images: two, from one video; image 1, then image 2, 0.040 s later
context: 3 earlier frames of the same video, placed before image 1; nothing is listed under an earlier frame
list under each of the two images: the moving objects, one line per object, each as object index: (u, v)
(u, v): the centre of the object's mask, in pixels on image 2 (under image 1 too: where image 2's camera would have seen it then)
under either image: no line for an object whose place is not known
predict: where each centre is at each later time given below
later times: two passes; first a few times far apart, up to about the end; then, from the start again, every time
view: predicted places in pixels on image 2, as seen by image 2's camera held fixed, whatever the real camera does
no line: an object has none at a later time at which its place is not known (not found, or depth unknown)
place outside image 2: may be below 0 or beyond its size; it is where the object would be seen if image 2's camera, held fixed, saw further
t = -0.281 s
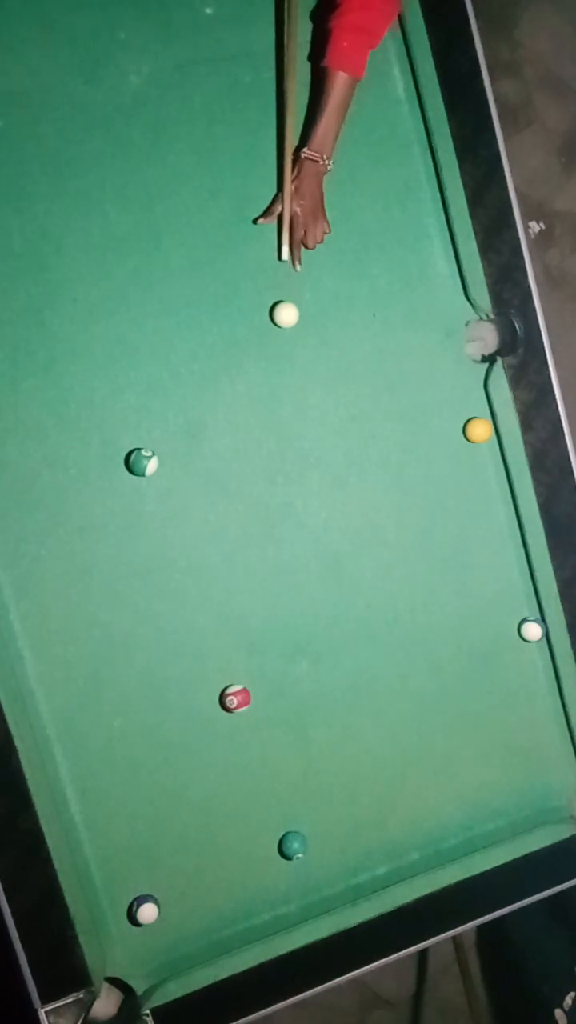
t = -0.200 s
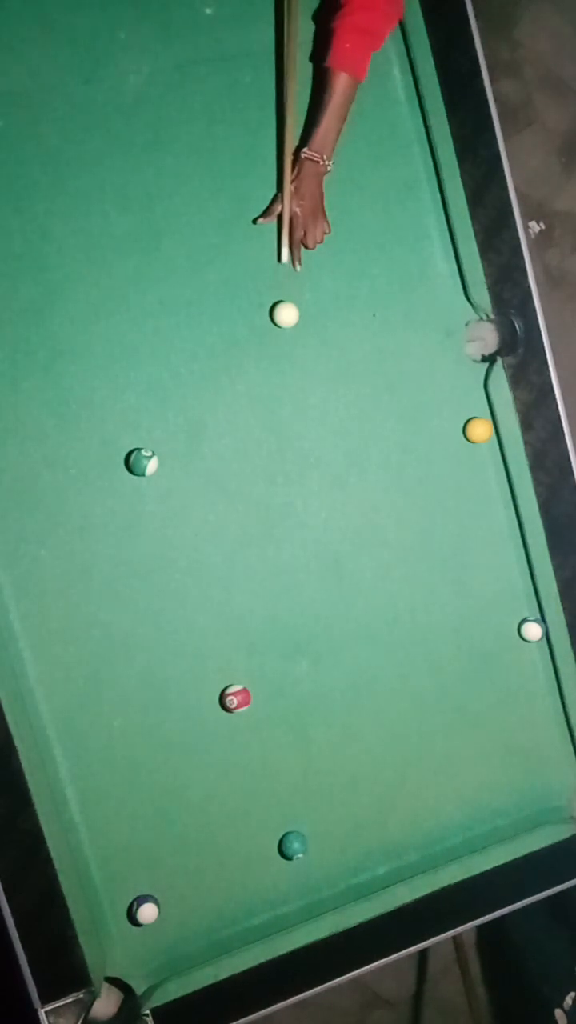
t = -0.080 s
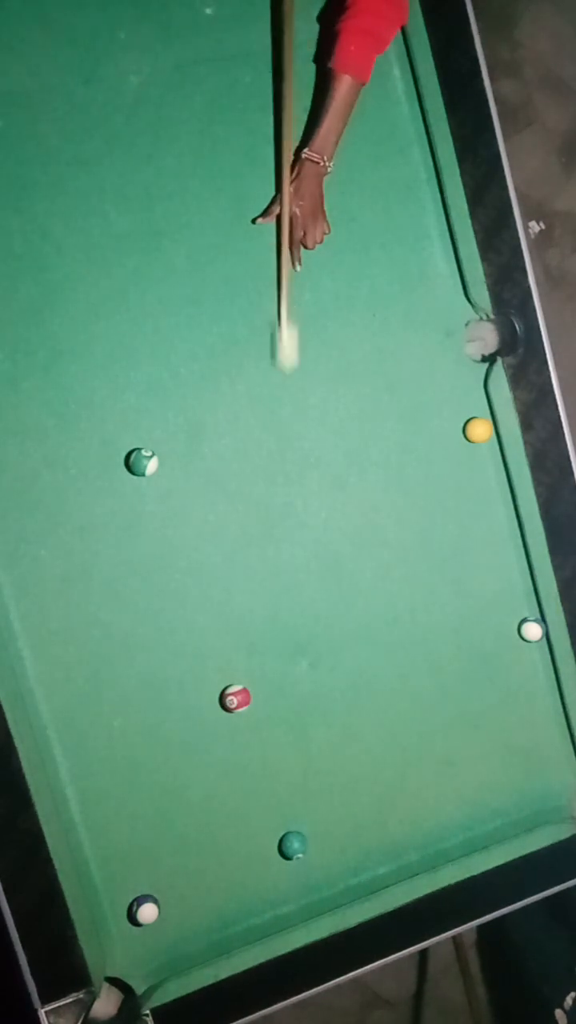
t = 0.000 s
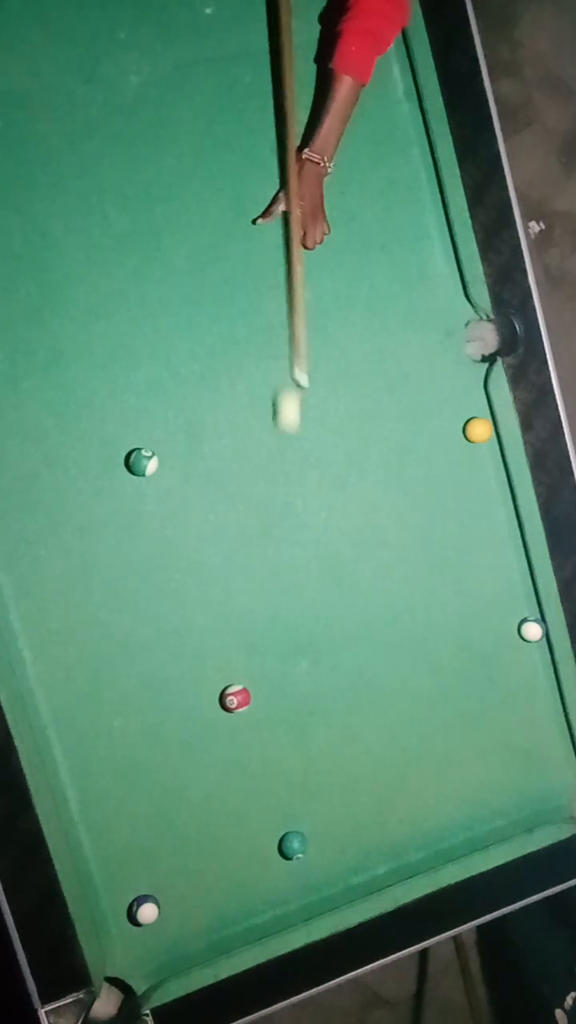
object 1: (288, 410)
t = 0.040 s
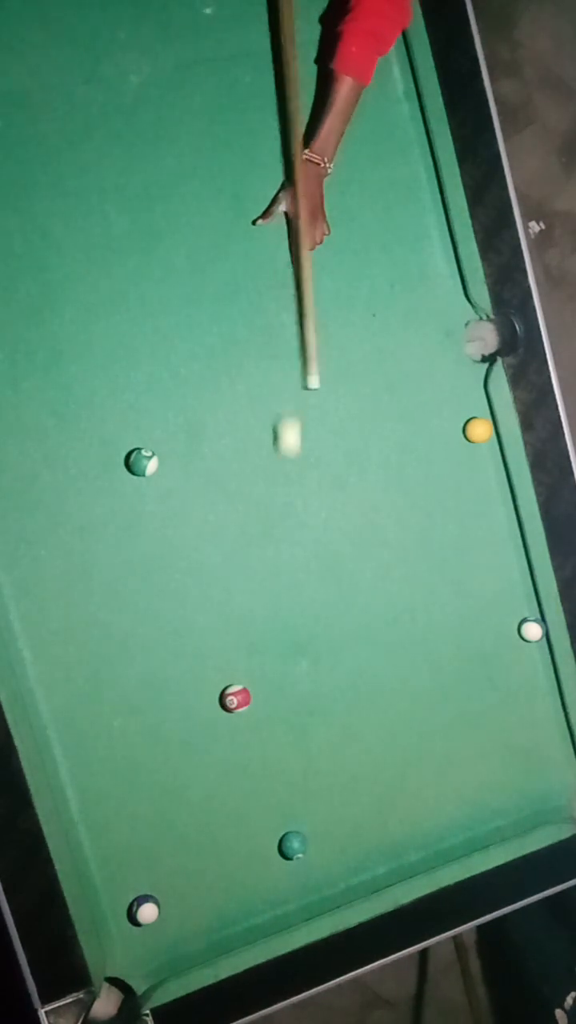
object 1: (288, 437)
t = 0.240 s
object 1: (289, 538)
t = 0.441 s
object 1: (291, 634)
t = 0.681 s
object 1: (293, 746)
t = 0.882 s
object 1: (293, 821)
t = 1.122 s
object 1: (294, 841)
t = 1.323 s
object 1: (294, 856)
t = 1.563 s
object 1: (300, 862)
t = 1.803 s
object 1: (306, 864)
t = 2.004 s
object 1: (309, 865)
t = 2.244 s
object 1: (311, 865)
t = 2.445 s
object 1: (311, 865)
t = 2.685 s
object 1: (311, 865)
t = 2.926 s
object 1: (311, 865)
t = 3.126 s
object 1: (311, 865)
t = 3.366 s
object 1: (311, 865)
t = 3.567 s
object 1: (311, 865)
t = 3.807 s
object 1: (311, 865)
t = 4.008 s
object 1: (311, 865)
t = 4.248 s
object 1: (311, 865)
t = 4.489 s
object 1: (311, 865)
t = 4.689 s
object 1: (311, 865)
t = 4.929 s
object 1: (311, 865)
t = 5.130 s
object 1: (311, 865)
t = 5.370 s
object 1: (311, 865)
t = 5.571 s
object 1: (311, 865)
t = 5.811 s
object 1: (311, 865)
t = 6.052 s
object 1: (311, 865)
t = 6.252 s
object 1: (311, 865)
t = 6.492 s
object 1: (311, 865)
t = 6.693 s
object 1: (311, 865)
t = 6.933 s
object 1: (311, 865)
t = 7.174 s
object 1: (311, 865)
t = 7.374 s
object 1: (311, 865)
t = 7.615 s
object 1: (311, 865)
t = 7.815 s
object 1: (311, 865)
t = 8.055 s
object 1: (311, 865)
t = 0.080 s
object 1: (288, 459)
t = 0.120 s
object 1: (289, 479)
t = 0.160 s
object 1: (289, 500)
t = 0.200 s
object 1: (289, 519)
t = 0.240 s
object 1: (289, 538)
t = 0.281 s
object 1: (290, 558)
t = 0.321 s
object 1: (290, 577)
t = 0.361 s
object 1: (290, 597)
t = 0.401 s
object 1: (291, 616)
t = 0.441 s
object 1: (291, 634)
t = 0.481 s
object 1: (291, 654)
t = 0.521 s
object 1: (292, 672)
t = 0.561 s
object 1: (292, 691)
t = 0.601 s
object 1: (292, 709)
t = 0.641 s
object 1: (292, 727)
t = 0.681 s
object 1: (293, 746)
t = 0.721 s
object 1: (293, 765)
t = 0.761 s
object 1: (293, 782)
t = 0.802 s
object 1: (294, 801)
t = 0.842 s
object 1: (294, 817)
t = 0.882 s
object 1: (293, 821)
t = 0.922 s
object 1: (294, 824)
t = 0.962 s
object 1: (294, 827)
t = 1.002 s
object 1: (294, 831)
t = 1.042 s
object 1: (294, 835)
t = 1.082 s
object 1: (294, 838)
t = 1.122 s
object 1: (294, 841)
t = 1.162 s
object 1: (294, 844)
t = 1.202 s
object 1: (294, 848)
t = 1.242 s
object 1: (294, 851)
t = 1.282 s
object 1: (294, 853)
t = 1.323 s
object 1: (294, 856)
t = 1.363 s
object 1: (294, 859)
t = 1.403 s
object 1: (296, 860)
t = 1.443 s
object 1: (297, 860)
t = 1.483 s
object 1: (298, 861)
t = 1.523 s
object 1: (299, 861)
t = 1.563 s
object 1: (300, 862)
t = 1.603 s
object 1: (302, 862)
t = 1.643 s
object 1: (303, 862)
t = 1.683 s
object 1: (304, 863)
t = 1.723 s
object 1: (305, 863)
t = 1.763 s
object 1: (305, 864)
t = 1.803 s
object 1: (306, 864)
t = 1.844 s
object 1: (307, 865)
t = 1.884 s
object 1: (307, 865)
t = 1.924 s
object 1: (308, 865)
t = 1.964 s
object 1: (308, 865)
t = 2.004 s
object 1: (309, 865)
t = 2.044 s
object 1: (309, 865)
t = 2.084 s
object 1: (310, 865)
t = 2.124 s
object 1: (310, 865)
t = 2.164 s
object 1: (310, 865)
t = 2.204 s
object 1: (310, 865)
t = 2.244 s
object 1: (311, 865)
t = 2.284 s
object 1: (311, 865)
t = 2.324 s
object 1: (311, 865)
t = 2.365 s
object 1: (311, 865)
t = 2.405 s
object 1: (311, 865)
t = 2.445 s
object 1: (311, 865)
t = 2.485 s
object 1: (311, 865)
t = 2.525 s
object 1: (311, 865)
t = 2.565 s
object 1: (311, 865)
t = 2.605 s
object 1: (311, 865)
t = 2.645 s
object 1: (311, 865)
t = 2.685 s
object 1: (311, 865)
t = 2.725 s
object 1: (311, 865)
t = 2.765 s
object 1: (311, 865)
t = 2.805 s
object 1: (311, 865)
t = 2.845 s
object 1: (311, 865)
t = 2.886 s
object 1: (311, 865)
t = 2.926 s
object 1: (311, 865)
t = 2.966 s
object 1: (311, 865)
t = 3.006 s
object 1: (311, 865)
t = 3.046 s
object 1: (311, 865)
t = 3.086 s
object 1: (311, 865)
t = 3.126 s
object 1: (311, 865)
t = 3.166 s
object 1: (311, 865)
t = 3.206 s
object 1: (311, 865)
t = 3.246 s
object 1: (311, 865)
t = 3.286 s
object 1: (311, 865)
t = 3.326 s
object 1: (311, 865)
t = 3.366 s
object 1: (311, 865)
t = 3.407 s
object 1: (311, 865)
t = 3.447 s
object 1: (311, 865)
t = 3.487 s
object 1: (311, 865)
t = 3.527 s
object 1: (311, 865)
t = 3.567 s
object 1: (311, 865)
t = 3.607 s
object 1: (311, 865)
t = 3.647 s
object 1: (311, 865)
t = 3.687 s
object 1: (311, 865)
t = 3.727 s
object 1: (311, 865)
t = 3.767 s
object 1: (311, 865)
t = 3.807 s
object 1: (311, 865)
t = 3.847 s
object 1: (311, 865)
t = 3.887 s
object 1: (311, 865)
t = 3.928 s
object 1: (311, 865)
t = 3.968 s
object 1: (311, 865)
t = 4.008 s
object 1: (311, 865)
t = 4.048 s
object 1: (311, 865)
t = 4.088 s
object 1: (311, 865)
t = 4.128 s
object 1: (311, 865)
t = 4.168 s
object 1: (311, 865)
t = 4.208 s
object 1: (311, 865)
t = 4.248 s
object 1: (311, 865)
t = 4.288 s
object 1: (311, 865)
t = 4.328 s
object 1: (311, 865)
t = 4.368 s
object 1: (311, 865)
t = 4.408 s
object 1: (311, 865)
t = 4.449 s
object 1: (311, 865)
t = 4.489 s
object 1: (311, 865)
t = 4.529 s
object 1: (311, 865)
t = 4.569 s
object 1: (311, 865)
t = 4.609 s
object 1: (311, 865)
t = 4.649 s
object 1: (311, 865)
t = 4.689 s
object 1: (311, 865)
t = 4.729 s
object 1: (311, 865)
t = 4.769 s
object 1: (311, 865)
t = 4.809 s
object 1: (311, 865)
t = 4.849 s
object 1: (311, 865)
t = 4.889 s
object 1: (311, 865)
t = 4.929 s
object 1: (311, 865)
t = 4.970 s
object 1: (311, 865)
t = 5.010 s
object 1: (311, 865)
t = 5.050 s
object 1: (311, 865)
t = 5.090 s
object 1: (311, 865)
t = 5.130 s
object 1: (311, 865)
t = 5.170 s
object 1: (311, 865)
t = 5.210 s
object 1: (311, 865)
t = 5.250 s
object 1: (311, 865)
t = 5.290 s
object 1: (311, 865)
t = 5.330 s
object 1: (311, 865)
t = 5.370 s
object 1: (311, 865)
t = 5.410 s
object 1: (311, 865)
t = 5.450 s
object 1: (311, 865)
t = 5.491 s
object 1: (311, 865)
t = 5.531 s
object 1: (311, 865)
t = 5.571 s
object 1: (311, 865)
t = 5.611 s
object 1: (311, 865)
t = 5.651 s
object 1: (311, 865)
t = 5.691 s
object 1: (311, 865)
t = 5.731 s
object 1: (311, 865)
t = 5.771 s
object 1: (311, 865)
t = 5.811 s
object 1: (311, 865)
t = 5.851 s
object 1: (311, 865)
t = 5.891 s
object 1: (311, 865)
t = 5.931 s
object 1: (311, 865)
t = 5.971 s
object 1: (311, 865)
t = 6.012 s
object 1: (311, 865)
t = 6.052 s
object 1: (311, 865)
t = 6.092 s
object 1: (311, 865)
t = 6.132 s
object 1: (311, 865)
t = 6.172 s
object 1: (311, 865)
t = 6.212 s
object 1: (311, 865)
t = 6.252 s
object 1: (311, 865)
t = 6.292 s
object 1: (311, 865)
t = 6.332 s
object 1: (311, 865)
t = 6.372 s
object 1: (311, 865)
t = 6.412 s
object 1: (311, 865)
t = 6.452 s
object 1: (311, 865)
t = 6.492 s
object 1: (311, 865)
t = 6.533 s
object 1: (311, 865)
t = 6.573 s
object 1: (311, 865)
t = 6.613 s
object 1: (311, 865)
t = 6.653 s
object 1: (311, 865)
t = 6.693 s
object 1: (311, 865)
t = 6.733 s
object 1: (311, 865)
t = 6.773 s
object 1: (311, 865)
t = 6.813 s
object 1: (311, 865)
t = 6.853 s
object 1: (311, 865)
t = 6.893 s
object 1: (311, 865)
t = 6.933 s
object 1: (311, 865)
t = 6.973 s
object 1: (311, 865)
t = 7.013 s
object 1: (311, 865)
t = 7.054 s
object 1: (311, 865)
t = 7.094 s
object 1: (311, 865)
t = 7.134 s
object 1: (311, 865)
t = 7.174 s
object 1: (311, 865)
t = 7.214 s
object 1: (311, 865)
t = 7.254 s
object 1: (311, 865)
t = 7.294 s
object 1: (311, 865)
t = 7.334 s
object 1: (311, 865)
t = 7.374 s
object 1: (311, 865)
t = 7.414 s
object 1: (311, 865)
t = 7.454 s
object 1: (311, 865)
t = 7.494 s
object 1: (311, 865)
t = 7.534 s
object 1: (311, 865)
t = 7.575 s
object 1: (311, 865)
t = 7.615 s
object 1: (311, 865)
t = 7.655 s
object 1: (311, 865)
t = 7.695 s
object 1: (311, 865)
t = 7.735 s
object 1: (311, 865)
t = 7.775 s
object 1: (311, 865)
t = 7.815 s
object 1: (311, 865)
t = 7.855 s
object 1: (311, 865)
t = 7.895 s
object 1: (311, 865)
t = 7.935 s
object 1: (311, 865)
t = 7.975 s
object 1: (311, 865)
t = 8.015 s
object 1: (311, 865)
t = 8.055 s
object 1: (311, 865)
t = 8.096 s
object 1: (311, 865)
